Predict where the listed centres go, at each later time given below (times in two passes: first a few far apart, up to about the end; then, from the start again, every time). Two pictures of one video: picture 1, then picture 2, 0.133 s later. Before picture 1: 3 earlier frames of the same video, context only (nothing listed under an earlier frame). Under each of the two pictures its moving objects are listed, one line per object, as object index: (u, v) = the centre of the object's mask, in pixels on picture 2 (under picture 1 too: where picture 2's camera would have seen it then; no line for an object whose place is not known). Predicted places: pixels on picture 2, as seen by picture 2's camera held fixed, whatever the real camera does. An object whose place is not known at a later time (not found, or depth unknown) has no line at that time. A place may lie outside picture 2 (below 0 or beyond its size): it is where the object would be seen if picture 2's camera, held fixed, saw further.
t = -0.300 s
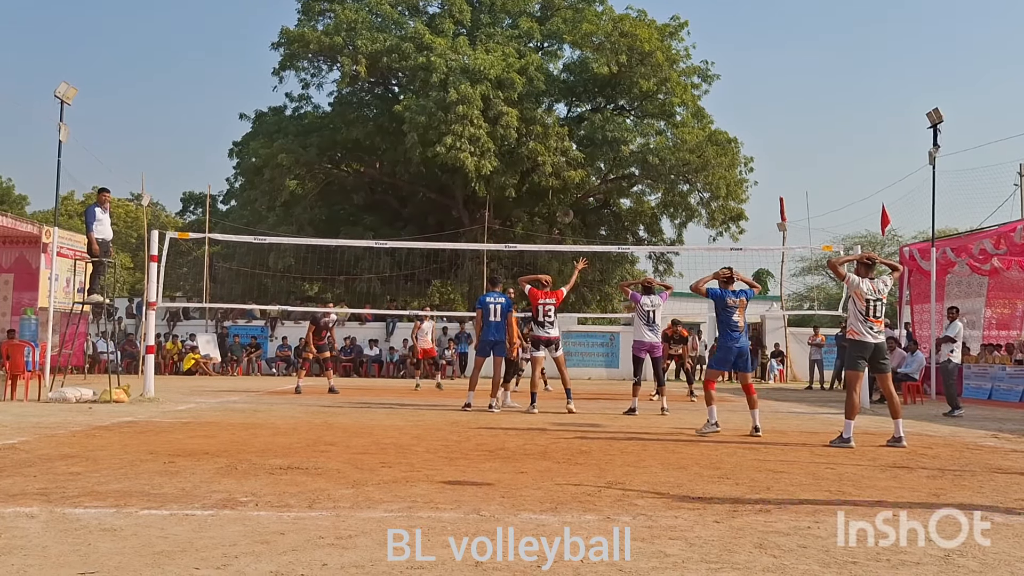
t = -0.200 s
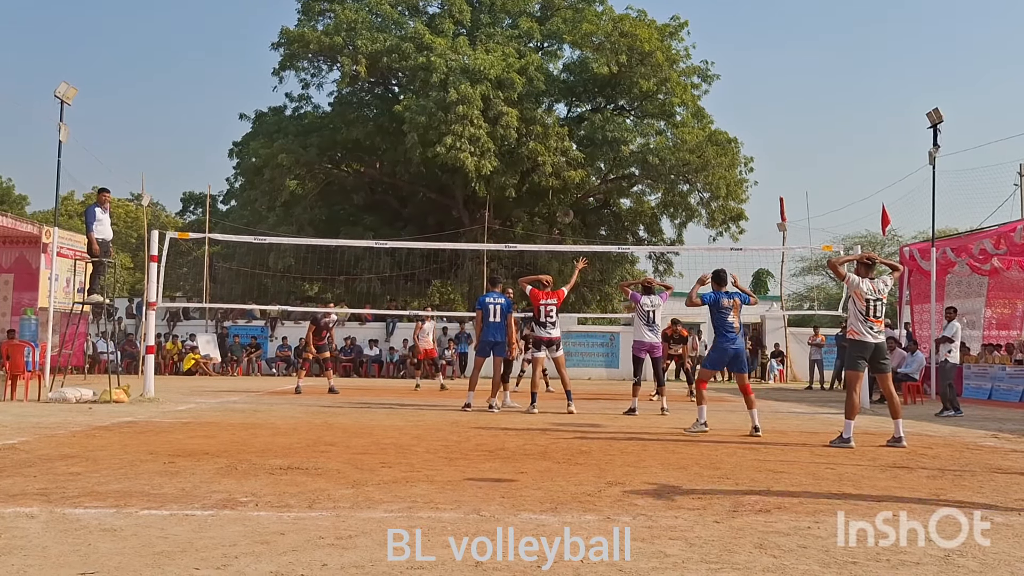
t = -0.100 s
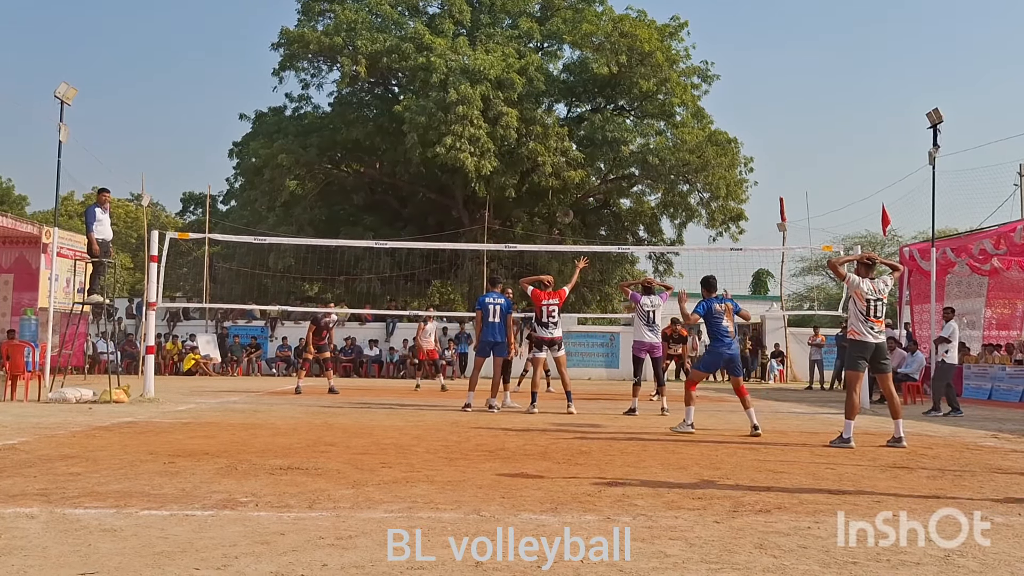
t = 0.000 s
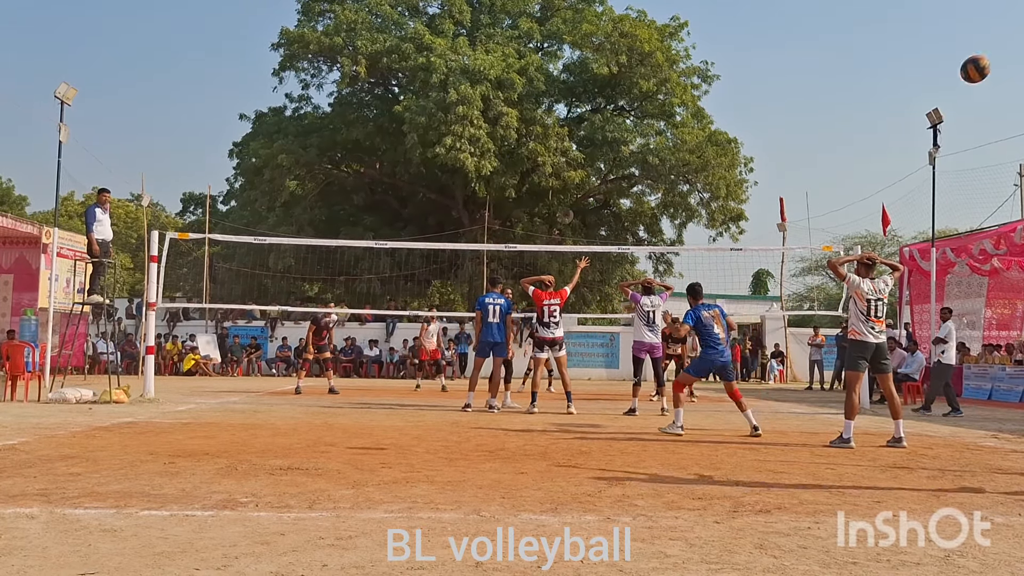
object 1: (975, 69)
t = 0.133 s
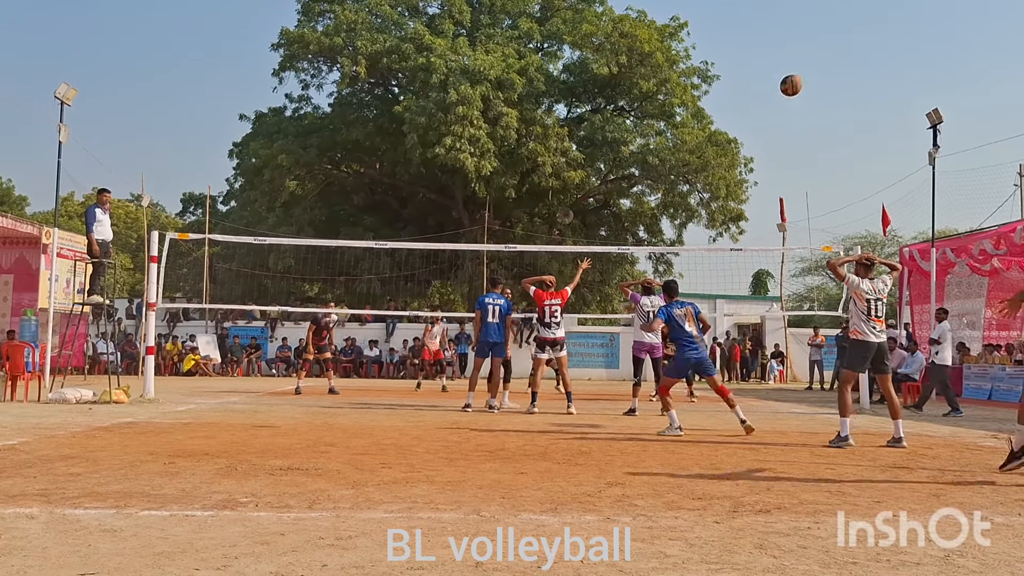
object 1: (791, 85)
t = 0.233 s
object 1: (702, 106)
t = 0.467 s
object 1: (570, 169)
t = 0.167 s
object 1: (758, 92)
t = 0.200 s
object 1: (728, 99)
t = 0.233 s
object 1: (702, 106)
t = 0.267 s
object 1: (678, 114)
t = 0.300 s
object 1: (656, 122)
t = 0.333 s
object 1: (637, 131)
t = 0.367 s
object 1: (618, 140)
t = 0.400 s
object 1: (600, 150)
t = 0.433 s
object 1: (585, 160)
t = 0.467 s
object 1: (570, 169)
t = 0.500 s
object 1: (556, 180)
